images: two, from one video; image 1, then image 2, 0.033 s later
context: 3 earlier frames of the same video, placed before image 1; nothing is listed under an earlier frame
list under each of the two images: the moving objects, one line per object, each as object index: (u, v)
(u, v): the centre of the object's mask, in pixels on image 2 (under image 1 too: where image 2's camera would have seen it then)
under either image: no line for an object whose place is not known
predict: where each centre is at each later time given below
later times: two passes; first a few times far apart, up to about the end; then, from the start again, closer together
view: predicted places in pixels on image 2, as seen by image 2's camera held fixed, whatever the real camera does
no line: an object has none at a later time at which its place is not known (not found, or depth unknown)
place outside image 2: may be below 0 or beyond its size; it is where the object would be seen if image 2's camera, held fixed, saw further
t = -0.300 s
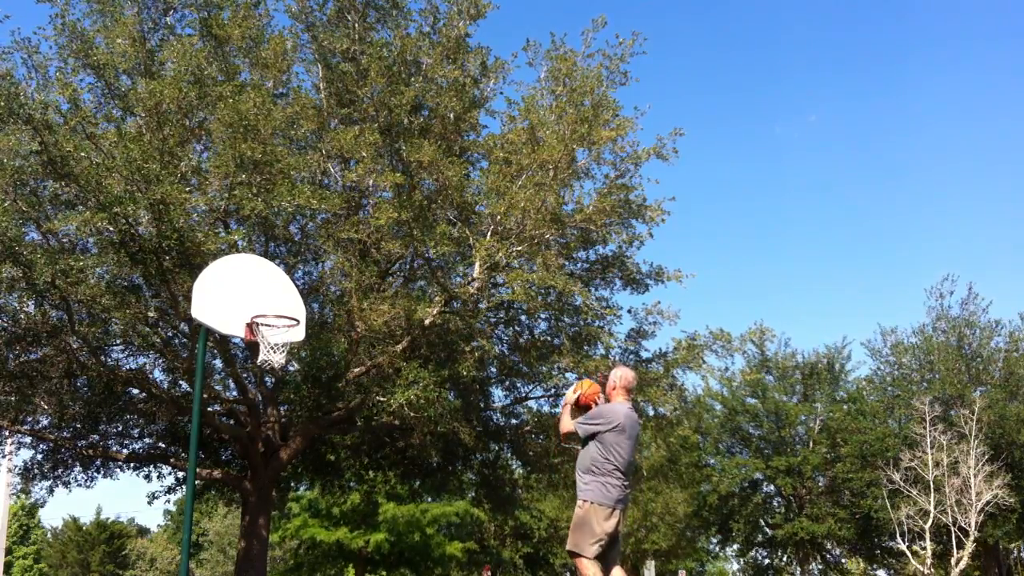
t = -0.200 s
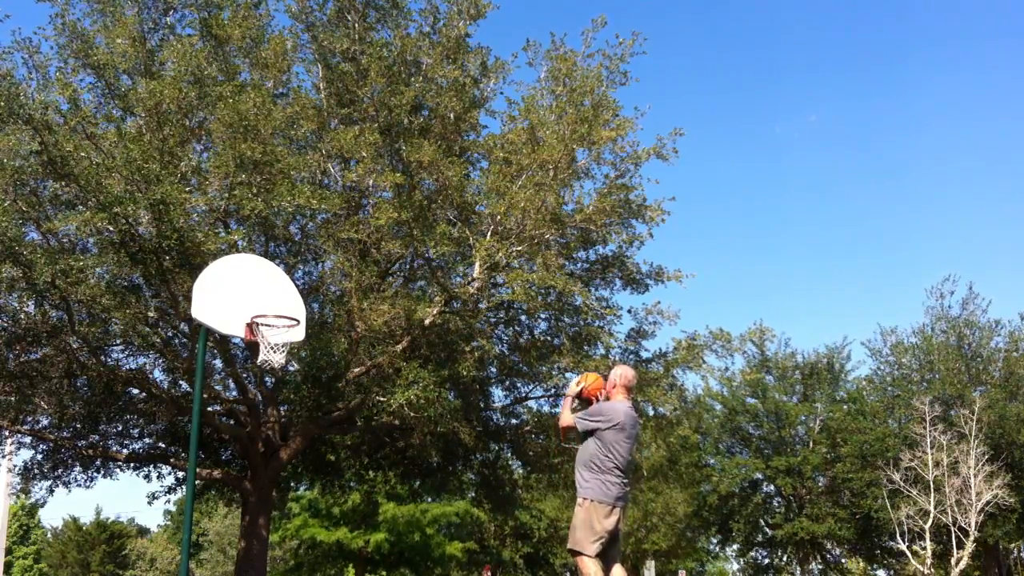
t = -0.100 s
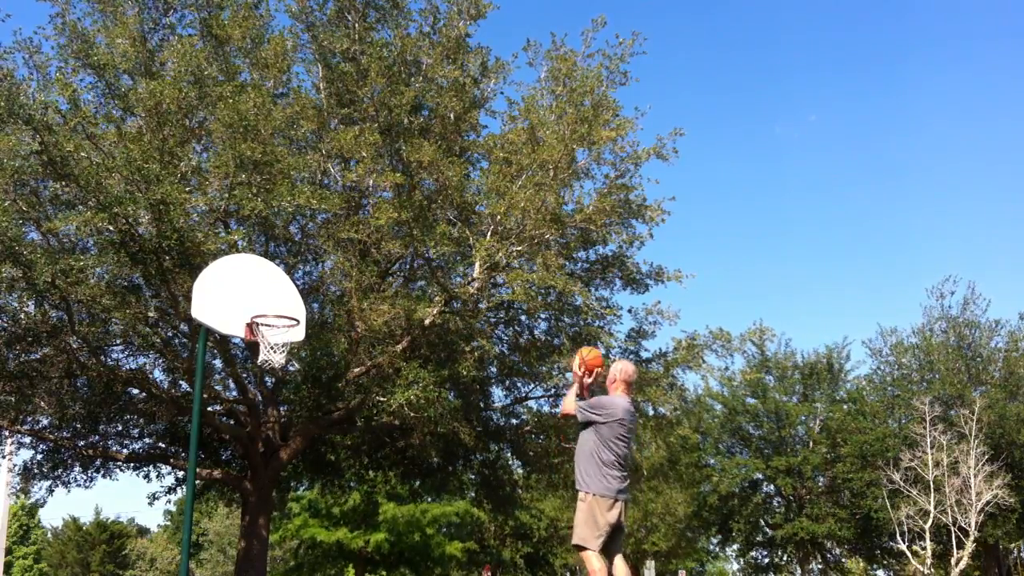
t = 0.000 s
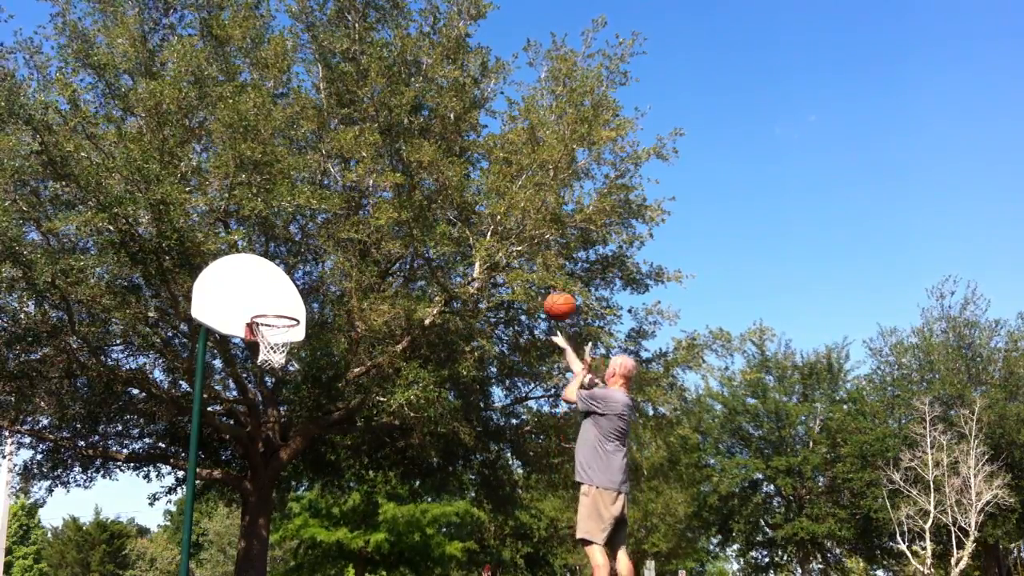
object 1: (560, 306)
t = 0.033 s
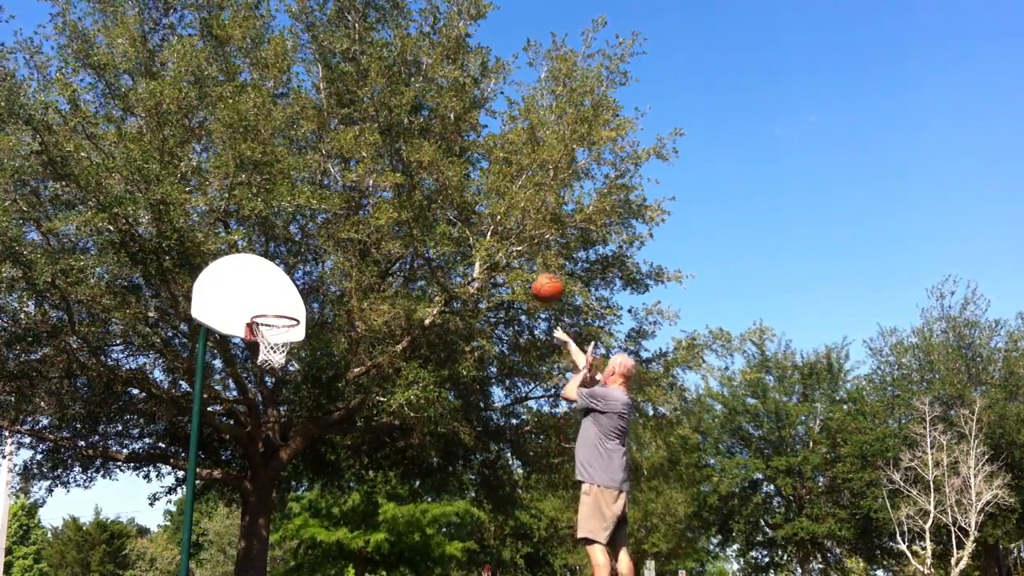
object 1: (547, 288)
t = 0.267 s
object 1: (468, 206)
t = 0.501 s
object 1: (402, 190)
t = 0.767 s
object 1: (334, 233)
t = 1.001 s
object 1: (281, 324)
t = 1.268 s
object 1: (276, 366)
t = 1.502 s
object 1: (283, 430)
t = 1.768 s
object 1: (289, 566)
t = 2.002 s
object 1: (300, 561)
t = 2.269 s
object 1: (315, 508)
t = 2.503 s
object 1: (327, 506)
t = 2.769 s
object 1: (339, 566)
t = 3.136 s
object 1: (356, 567)
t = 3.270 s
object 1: (361, 560)
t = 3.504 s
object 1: (368, 565)
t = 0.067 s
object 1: (535, 272)
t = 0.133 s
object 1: (511, 243)
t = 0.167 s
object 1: (499, 231)
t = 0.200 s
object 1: (490, 220)
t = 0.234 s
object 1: (478, 214)
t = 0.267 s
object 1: (468, 206)
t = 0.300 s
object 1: (459, 201)
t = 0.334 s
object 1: (448, 195)
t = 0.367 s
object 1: (439, 193)
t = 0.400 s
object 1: (429, 190)
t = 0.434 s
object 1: (422, 190)
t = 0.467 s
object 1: (411, 189)
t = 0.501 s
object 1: (402, 190)
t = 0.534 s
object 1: (395, 192)
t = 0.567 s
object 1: (385, 194)
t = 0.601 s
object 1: (377, 200)
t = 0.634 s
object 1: (368, 202)
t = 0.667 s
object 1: (359, 210)
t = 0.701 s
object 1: (351, 216)
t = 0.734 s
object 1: (343, 223)
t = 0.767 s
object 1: (334, 233)
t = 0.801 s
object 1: (327, 244)
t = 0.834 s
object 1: (319, 255)
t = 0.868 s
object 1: (312, 266)
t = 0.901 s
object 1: (305, 280)
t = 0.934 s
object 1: (296, 293)
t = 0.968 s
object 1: (288, 307)
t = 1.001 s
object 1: (281, 324)
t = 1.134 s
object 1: (273, 352)
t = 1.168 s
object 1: (273, 354)
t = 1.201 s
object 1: (273, 355)
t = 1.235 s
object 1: (274, 360)
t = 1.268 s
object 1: (276, 366)
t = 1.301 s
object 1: (279, 372)
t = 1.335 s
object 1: (280, 380)
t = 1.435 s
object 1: (282, 409)
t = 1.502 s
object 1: (283, 430)
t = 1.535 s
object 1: (284, 444)
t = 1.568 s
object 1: (285, 459)
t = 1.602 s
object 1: (286, 474)
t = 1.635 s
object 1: (287, 490)
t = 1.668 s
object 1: (287, 508)
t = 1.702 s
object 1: (288, 527)
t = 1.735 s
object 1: (288, 546)
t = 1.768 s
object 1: (289, 566)
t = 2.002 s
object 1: (300, 561)
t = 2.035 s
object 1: (303, 551)
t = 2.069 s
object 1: (304, 540)
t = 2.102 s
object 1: (307, 534)
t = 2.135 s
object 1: (309, 525)
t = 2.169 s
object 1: (311, 519)
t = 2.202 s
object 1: (313, 516)
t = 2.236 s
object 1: (315, 509)
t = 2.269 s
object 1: (315, 508)
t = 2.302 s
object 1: (317, 504)
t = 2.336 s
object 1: (319, 503)
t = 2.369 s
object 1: (319, 503)
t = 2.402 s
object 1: (322, 501)
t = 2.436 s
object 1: (323, 502)
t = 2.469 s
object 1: (326, 504)
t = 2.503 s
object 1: (327, 506)
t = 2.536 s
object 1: (329, 510)
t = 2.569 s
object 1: (330, 514)
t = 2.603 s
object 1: (332, 520)
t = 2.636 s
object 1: (334, 529)
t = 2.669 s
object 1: (335, 534)
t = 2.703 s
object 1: (336, 547)
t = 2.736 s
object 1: (337, 554)
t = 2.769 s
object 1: (339, 566)
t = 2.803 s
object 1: (340, 571)
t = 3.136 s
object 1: (356, 567)
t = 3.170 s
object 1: (358, 563)
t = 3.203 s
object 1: (360, 561)
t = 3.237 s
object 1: (360, 561)
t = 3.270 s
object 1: (361, 560)
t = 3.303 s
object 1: (363, 559)
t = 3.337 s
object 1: (363, 559)
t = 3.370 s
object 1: (365, 558)
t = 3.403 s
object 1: (366, 560)
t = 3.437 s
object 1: (368, 562)
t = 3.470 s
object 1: (367, 563)
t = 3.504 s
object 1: (368, 565)
